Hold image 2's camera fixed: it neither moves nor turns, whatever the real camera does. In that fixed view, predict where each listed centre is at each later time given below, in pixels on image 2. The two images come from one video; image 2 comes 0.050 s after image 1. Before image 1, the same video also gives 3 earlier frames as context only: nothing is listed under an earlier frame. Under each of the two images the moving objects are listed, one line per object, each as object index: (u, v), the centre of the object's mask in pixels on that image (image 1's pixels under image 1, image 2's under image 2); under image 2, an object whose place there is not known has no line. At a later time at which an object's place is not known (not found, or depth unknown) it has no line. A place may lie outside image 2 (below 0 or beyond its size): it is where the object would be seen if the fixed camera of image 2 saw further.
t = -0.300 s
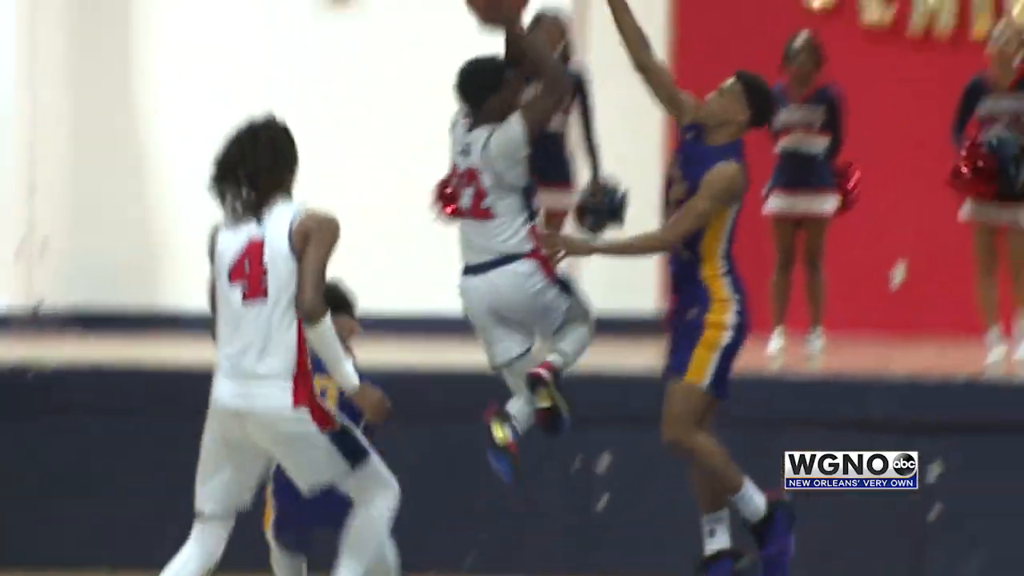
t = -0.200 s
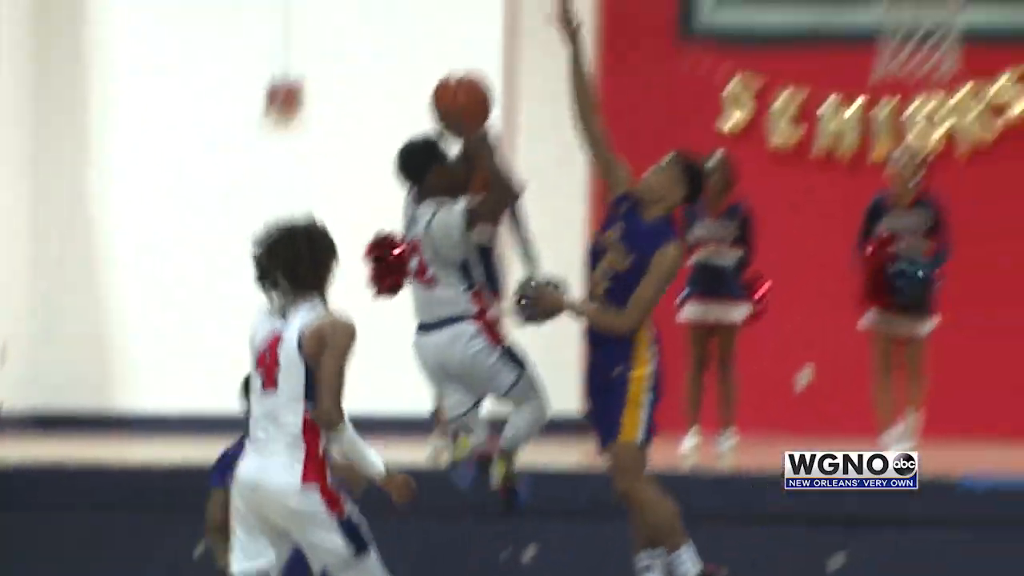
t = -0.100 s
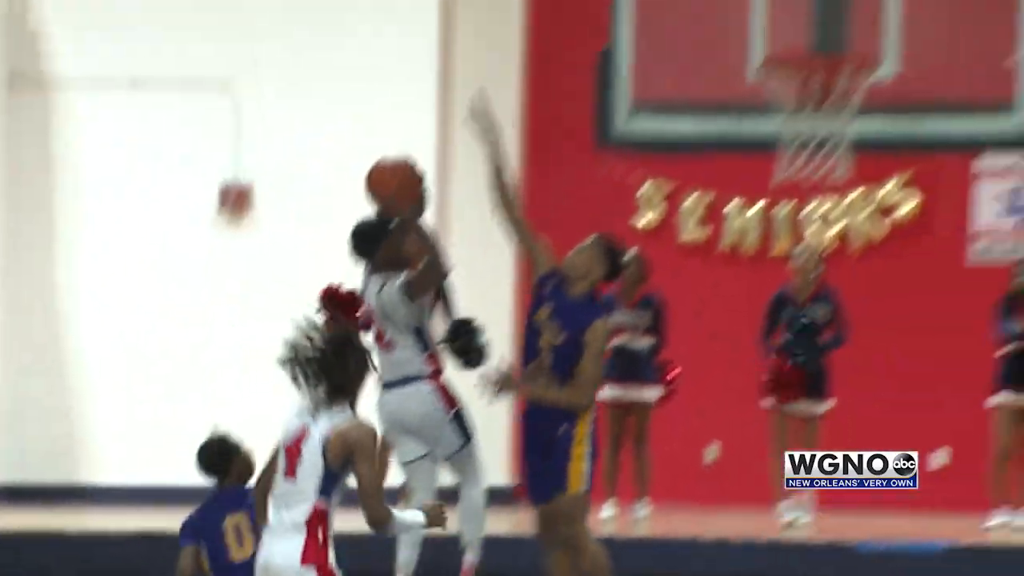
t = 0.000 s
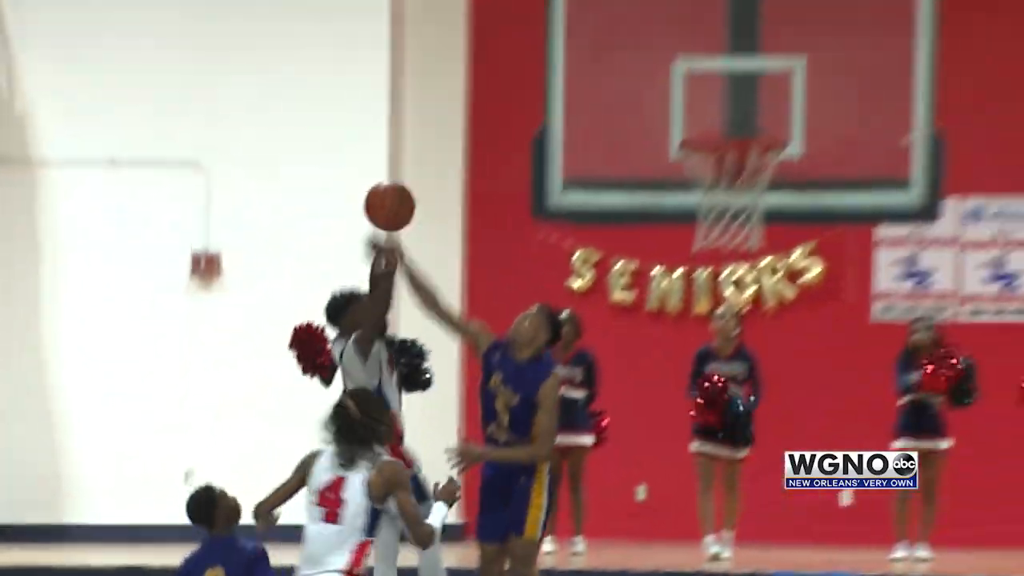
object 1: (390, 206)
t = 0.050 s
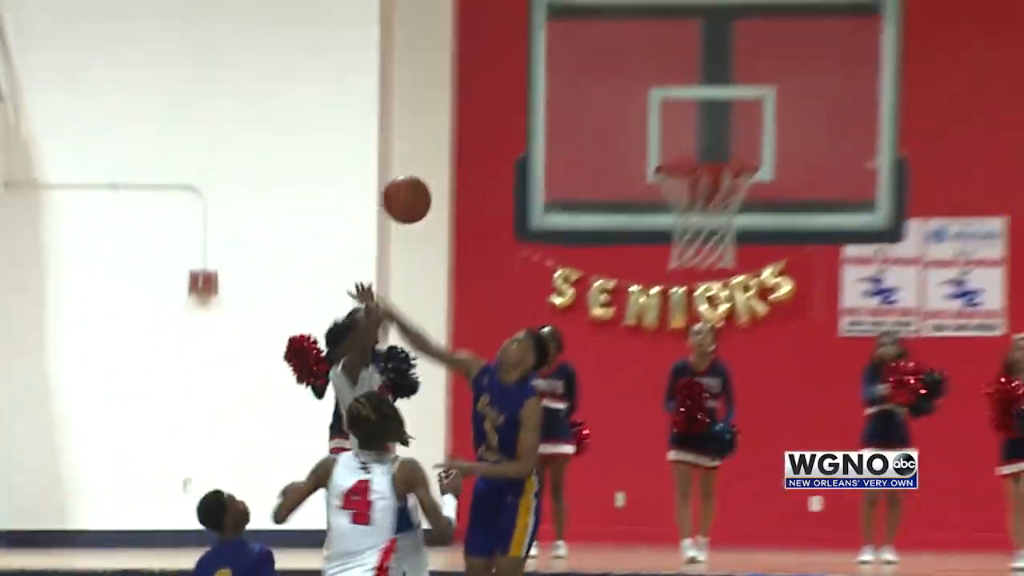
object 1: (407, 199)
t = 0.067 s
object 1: (417, 188)
